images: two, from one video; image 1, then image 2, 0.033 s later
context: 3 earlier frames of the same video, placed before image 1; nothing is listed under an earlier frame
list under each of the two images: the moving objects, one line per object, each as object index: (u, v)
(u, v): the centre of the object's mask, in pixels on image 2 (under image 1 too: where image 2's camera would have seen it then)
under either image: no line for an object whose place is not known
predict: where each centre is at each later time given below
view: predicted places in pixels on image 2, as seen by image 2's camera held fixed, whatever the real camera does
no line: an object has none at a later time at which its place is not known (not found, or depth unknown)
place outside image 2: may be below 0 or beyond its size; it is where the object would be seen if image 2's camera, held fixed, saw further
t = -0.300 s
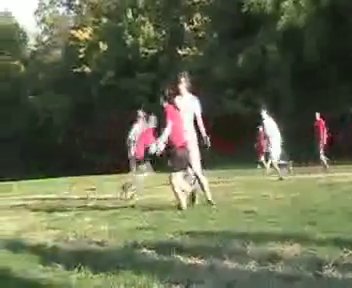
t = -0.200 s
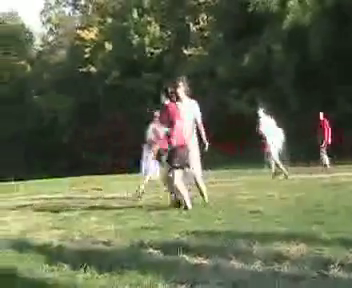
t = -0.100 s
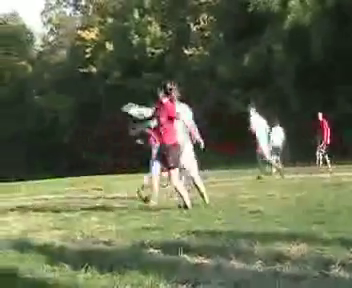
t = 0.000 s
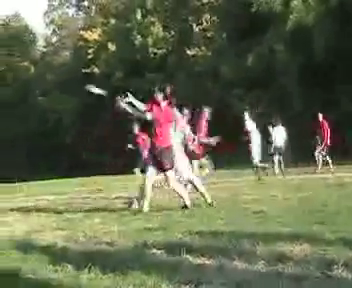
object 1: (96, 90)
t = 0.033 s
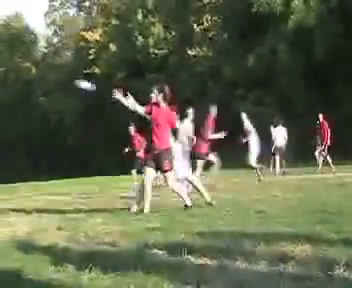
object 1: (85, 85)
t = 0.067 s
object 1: (74, 81)
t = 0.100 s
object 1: (62, 77)
